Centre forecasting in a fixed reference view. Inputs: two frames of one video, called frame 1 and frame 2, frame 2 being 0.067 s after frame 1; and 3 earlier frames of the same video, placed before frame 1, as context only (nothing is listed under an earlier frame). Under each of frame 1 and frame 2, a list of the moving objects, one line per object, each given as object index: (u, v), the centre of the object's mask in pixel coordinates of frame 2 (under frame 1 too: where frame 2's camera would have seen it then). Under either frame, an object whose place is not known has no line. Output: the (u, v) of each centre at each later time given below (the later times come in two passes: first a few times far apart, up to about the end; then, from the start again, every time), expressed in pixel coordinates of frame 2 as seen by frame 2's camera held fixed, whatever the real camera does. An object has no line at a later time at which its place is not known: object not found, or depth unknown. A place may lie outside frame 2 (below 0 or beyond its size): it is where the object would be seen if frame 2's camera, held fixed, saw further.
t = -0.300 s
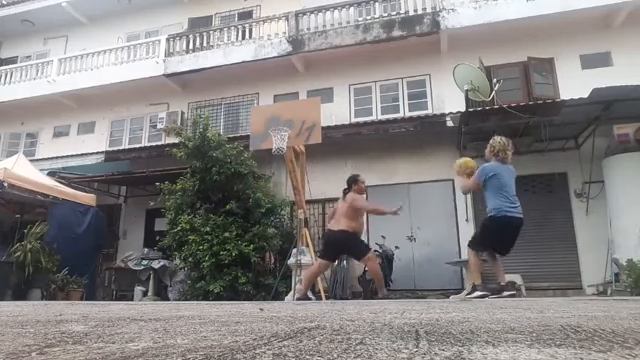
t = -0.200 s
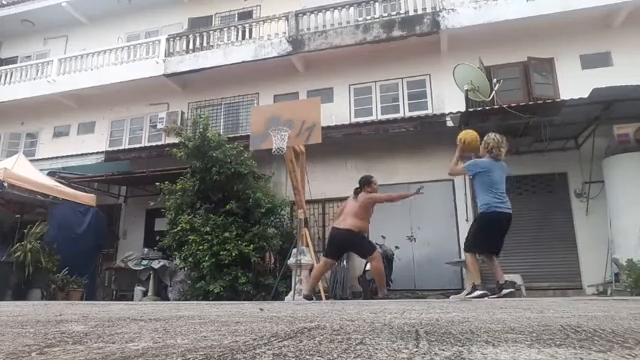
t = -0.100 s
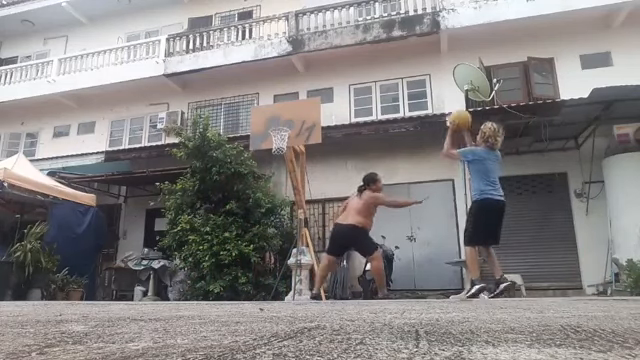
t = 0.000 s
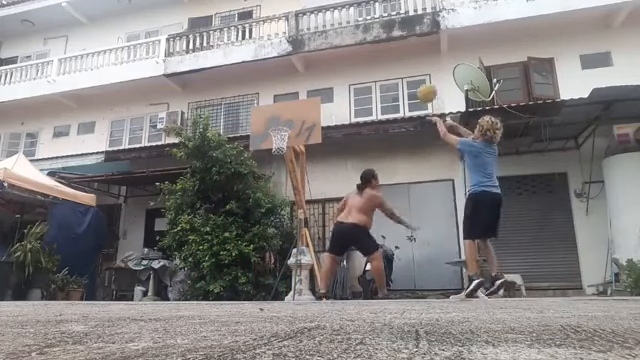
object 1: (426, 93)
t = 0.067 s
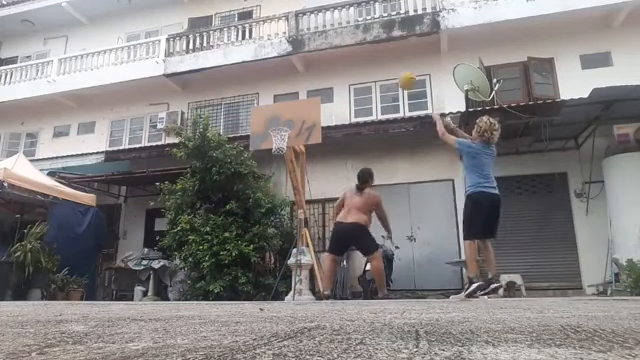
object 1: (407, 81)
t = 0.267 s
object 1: (357, 67)
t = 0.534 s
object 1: (306, 89)
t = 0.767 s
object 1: (270, 123)
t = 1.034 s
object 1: (237, 118)
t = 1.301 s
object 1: (195, 156)
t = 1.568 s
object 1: (144, 256)
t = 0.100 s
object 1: (398, 76)
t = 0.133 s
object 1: (389, 72)
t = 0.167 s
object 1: (380, 70)
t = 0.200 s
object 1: (372, 68)
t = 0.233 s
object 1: (364, 67)
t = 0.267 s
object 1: (357, 67)
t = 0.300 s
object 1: (350, 68)
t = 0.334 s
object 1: (343, 68)
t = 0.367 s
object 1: (336, 70)
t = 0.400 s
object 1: (330, 72)
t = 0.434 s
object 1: (324, 76)
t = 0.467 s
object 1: (318, 80)
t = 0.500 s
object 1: (312, 83)
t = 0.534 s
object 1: (306, 89)
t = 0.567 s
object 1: (301, 94)
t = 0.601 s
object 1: (295, 101)
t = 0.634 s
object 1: (290, 107)
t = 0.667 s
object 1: (286, 115)
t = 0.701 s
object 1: (281, 120)
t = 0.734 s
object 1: (275, 121)
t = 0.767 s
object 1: (270, 123)
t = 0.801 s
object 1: (267, 123)
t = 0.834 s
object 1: (263, 120)
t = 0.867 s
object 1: (258, 119)
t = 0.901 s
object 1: (254, 117)
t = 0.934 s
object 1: (249, 117)
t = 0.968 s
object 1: (245, 116)
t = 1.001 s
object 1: (241, 117)
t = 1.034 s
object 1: (237, 118)
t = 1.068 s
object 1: (232, 120)
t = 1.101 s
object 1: (227, 122)
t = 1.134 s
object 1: (223, 127)
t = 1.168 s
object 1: (216, 130)
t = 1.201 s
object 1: (211, 135)
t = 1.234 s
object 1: (207, 141)
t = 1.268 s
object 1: (201, 148)
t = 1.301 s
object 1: (195, 156)
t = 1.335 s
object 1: (190, 164)
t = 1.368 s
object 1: (184, 174)
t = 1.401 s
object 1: (178, 184)
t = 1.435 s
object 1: (171, 197)
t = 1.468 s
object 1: (165, 209)
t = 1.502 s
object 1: (158, 225)
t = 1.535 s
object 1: (152, 239)
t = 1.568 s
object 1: (144, 256)
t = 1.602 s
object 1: (136, 276)
